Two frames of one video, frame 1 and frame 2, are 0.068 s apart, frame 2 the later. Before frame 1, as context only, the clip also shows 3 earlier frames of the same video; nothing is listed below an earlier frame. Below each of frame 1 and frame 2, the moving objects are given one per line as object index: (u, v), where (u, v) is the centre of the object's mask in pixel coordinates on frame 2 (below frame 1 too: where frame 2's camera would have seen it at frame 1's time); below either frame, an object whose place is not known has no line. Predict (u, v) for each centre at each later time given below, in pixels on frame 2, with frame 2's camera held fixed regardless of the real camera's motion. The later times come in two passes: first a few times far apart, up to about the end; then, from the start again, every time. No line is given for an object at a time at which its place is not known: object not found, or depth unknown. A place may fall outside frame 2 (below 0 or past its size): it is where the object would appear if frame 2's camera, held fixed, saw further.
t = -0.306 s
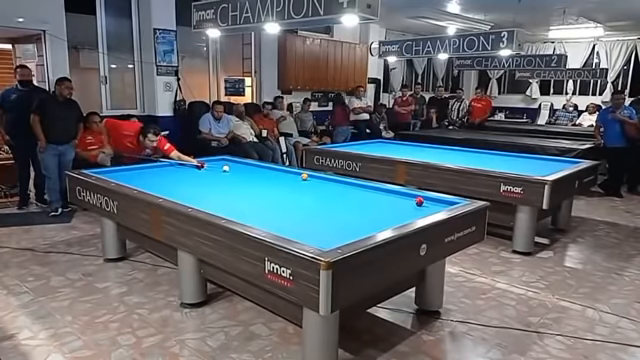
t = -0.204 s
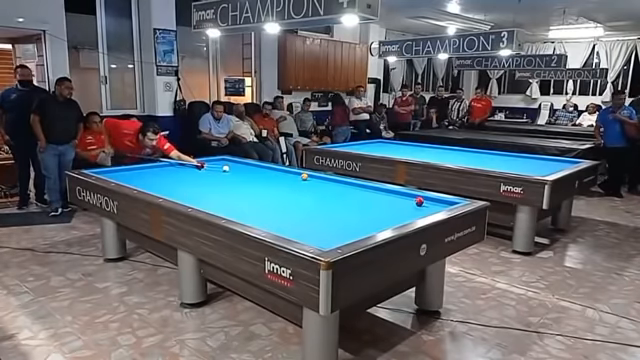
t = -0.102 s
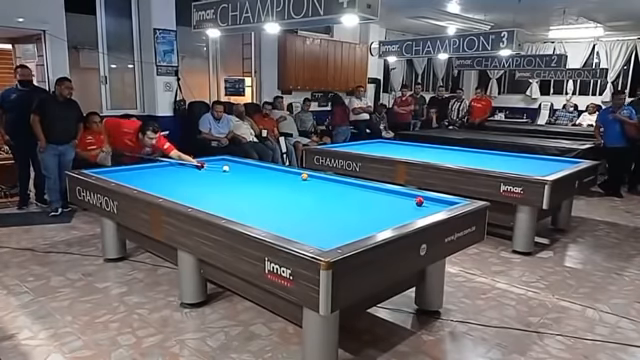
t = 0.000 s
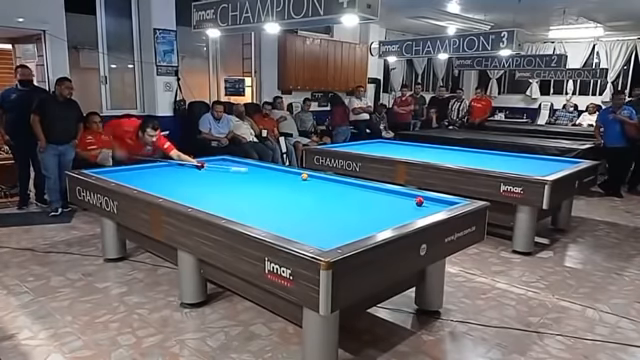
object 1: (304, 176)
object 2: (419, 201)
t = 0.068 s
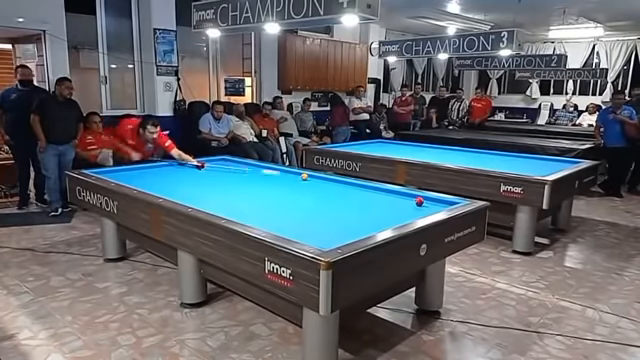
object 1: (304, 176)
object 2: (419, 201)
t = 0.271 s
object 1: (324, 185)
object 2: (419, 201)
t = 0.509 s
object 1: (364, 203)
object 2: (419, 201)
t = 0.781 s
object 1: (384, 218)
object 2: (419, 201)
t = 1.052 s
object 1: (324, 210)
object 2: (419, 201)
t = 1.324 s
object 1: (278, 205)
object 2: (419, 201)
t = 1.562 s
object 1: (240, 200)
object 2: (419, 201)
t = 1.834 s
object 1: (201, 196)
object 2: (419, 201)
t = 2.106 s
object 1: (164, 191)
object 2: (419, 201)
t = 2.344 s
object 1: (147, 187)
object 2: (419, 201)
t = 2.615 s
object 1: (138, 181)
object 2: (412, 199)
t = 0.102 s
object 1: (304, 176)
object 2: (419, 201)
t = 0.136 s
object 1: (304, 176)
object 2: (419, 201)
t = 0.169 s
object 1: (308, 177)
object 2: (419, 201)
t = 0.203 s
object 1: (314, 180)
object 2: (419, 201)
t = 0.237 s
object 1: (319, 183)
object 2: (419, 201)
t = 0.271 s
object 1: (324, 185)
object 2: (419, 201)
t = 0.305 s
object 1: (329, 188)
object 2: (419, 201)
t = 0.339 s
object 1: (335, 190)
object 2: (419, 201)
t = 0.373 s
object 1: (340, 192)
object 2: (419, 201)
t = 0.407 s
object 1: (346, 195)
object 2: (419, 201)
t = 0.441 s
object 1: (352, 198)
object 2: (419, 201)
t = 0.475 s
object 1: (358, 200)
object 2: (419, 201)
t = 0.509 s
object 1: (364, 203)
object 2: (419, 201)
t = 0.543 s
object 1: (370, 205)
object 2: (419, 201)
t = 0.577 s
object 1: (377, 209)
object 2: (419, 201)
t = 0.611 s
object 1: (384, 212)
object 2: (419, 201)
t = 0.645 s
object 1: (391, 215)
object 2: (419, 201)
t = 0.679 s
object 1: (397, 218)
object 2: (419, 201)
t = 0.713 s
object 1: (399, 219)
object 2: (419, 201)
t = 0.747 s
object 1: (392, 219)
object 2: (419, 201)
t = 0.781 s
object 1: (384, 218)
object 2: (419, 201)
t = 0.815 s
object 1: (375, 217)
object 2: (419, 201)
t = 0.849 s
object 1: (366, 215)
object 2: (419, 201)
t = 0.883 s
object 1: (359, 214)
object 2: (419, 201)
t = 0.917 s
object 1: (351, 213)
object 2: (419, 201)
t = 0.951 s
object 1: (343, 212)
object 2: (419, 201)
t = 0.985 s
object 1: (337, 211)
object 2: (419, 201)
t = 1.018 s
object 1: (330, 210)
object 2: (419, 201)
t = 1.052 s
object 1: (324, 210)
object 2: (419, 201)
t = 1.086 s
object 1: (318, 209)
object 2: (419, 201)
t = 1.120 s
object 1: (312, 208)
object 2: (419, 201)
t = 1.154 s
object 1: (306, 208)
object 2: (419, 201)
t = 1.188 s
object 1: (301, 206)
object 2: (419, 201)
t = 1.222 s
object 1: (294, 205)
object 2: (419, 201)
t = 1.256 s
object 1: (289, 206)
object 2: (419, 201)
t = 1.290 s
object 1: (283, 205)
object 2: (419, 201)
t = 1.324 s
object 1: (278, 205)
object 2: (419, 201)
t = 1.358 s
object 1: (272, 204)
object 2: (419, 201)
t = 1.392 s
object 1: (267, 203)
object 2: (419, 201)
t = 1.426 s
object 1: (261, 203)
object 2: (419, 201)
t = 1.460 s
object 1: (256, 202)
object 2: (419, 201)
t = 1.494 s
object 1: (251, 202)
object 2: (419, 201)
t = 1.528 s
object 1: (245, 201)
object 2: (419, 201)
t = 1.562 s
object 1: (240, 200)
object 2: (419, 201)
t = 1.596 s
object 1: (235, 200)
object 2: (419, 201)
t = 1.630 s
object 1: (230, 199)
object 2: (419, 201)
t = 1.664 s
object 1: (225, 199)
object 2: (419, 201)
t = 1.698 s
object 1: (220, 198)
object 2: (419, 201)
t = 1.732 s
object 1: (215, 198)
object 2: (419, 201)
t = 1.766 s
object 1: (210, 197)
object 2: (419, 201)
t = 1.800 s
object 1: (205, 197)
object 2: (419, 201)
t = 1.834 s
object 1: (201, 196)
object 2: (419, 201)
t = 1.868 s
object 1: (196, 196)
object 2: (419, 201)
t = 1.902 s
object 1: (191, 196)
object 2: (419, 201)
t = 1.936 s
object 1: (186, 195)
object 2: (419, 201)
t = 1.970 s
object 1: (181, 194)
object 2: (419, 201)
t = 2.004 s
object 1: (177, 194)
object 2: (419, 201)
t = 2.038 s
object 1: (173, 193)
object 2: (419, 201)
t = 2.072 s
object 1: (168, 192)
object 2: (419, 201)
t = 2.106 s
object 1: (164, 191)
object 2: (419, 201)
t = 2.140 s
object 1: (159, 190)
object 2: (419, 201)
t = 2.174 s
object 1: (155, 190)
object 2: (419, 201)
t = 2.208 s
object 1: (151, 189)
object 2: (419, 201)
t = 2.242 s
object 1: (148, 188)
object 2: (419, 201)
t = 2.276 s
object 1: (148, 188)
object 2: (419, 201)
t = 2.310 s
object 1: (147, 187)
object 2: (419, 201)
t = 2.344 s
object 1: (147, 187)
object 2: (419, 201)
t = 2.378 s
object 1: (146, 186)
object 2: (418, 201)
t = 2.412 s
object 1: (144, 185)
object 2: (418, 201)
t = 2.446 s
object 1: (143, 185)
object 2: (416, 200)
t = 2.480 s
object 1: (142, 184)
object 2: (415, 200)
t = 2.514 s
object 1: (140, 183)
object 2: (415, 200)
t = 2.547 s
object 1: (140, 183)
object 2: (413, 200)
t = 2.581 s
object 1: (139, 182)
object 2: (412, 200)
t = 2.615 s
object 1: (138, 181)
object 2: (412, 199)
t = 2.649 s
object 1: (137, 181)
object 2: (411, 199)
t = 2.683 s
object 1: (136, 180)
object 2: (410, 199)
